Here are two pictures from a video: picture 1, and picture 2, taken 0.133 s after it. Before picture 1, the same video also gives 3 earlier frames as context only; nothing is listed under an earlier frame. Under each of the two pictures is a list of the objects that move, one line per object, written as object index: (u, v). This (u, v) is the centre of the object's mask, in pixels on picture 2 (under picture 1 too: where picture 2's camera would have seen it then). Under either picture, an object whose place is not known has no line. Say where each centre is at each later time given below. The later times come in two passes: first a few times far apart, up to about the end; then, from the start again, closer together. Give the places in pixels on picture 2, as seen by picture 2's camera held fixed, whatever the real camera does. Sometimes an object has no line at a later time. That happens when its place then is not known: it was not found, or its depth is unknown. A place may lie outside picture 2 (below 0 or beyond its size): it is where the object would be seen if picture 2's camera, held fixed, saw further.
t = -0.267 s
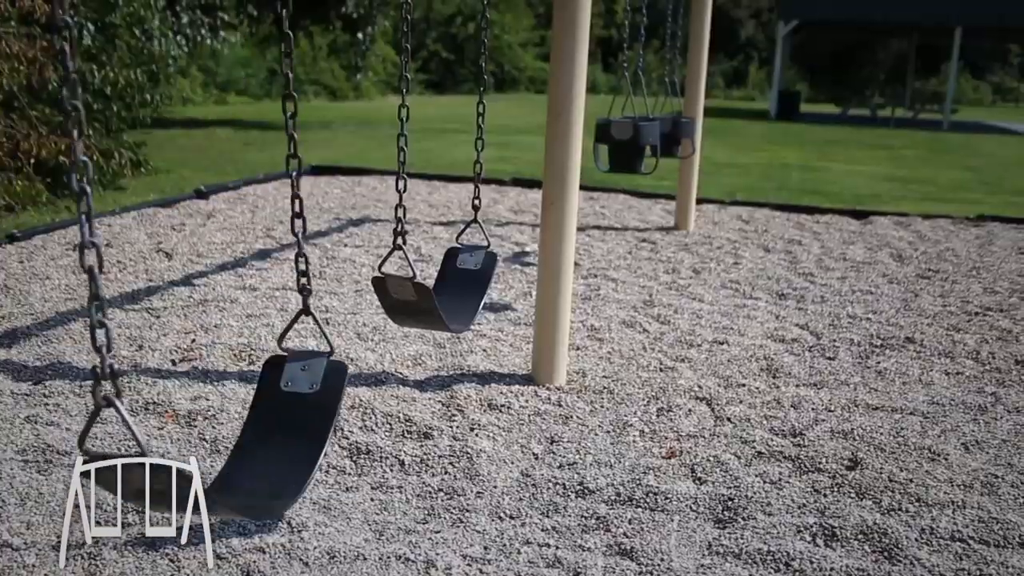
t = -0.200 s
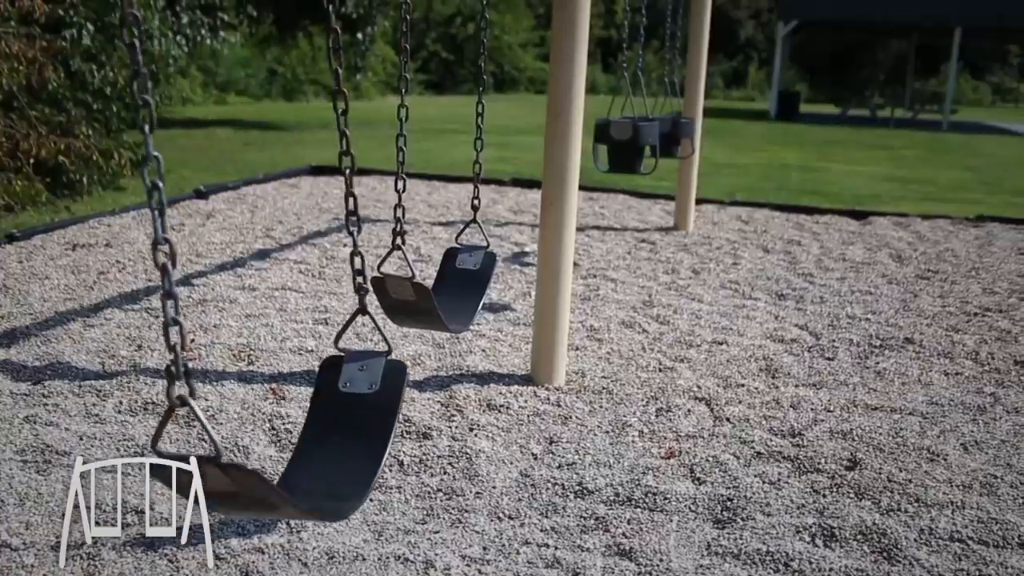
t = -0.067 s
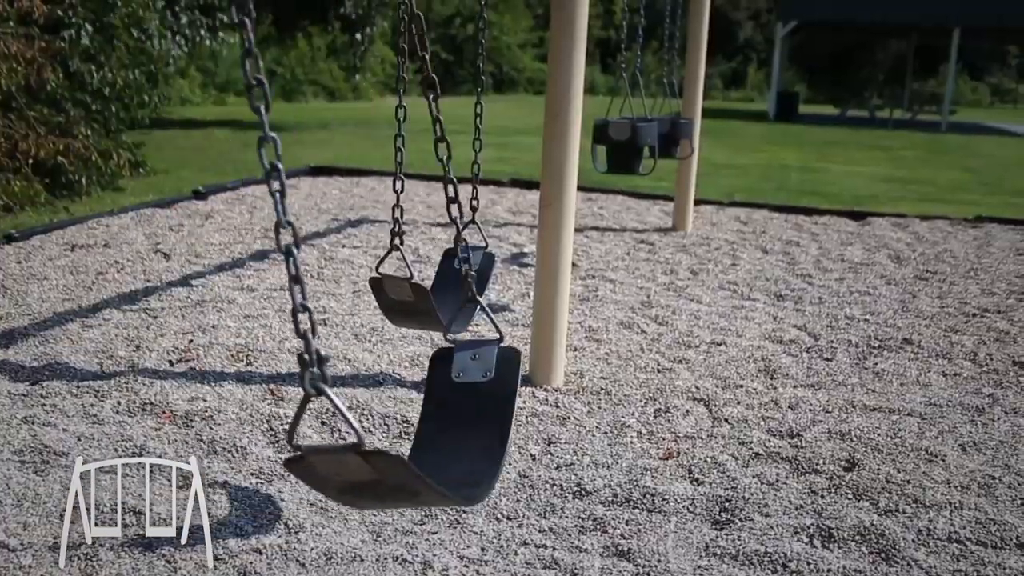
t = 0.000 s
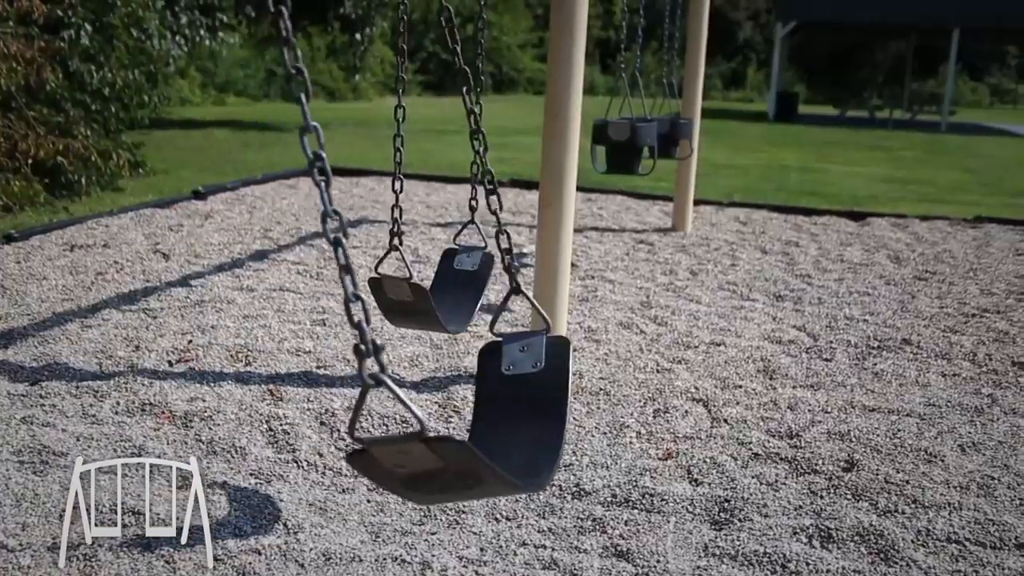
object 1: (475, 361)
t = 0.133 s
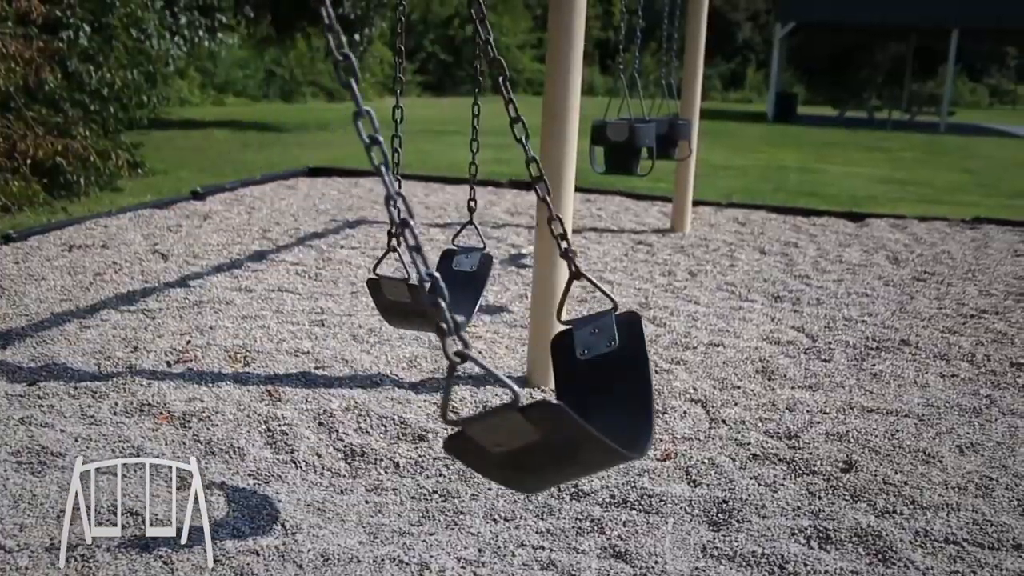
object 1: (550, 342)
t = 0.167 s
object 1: (563, 337)
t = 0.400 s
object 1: (562, 334)
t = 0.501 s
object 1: (515, 347)
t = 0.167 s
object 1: (563, 337)
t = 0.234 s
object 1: (578, 332)
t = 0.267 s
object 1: (581, 331)
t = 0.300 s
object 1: (581, 329)
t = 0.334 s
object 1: (578, 329)
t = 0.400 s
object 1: (562, 334)
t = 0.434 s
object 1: (548, 338)
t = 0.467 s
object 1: (533, 341)
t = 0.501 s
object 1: (515, 347)
